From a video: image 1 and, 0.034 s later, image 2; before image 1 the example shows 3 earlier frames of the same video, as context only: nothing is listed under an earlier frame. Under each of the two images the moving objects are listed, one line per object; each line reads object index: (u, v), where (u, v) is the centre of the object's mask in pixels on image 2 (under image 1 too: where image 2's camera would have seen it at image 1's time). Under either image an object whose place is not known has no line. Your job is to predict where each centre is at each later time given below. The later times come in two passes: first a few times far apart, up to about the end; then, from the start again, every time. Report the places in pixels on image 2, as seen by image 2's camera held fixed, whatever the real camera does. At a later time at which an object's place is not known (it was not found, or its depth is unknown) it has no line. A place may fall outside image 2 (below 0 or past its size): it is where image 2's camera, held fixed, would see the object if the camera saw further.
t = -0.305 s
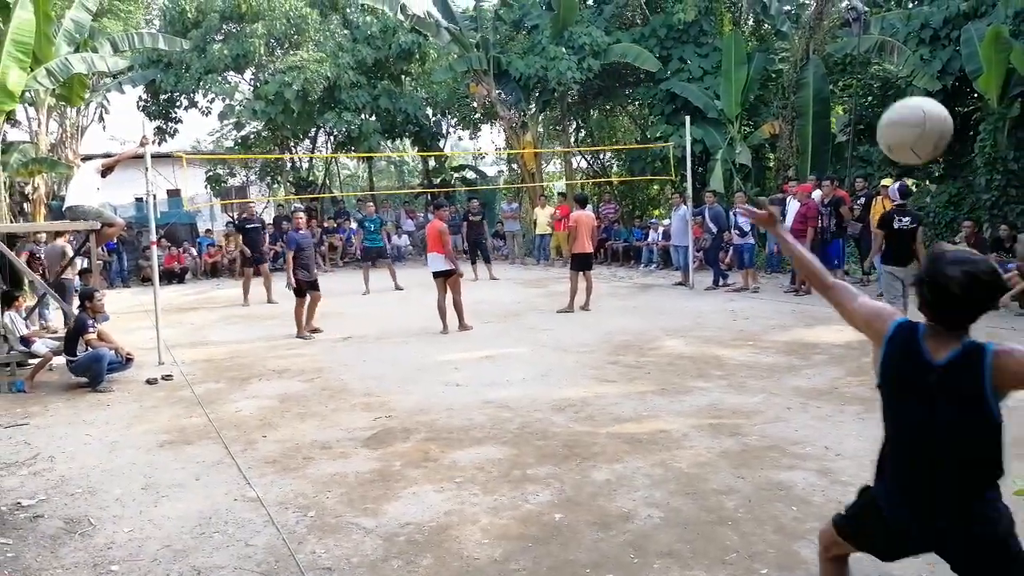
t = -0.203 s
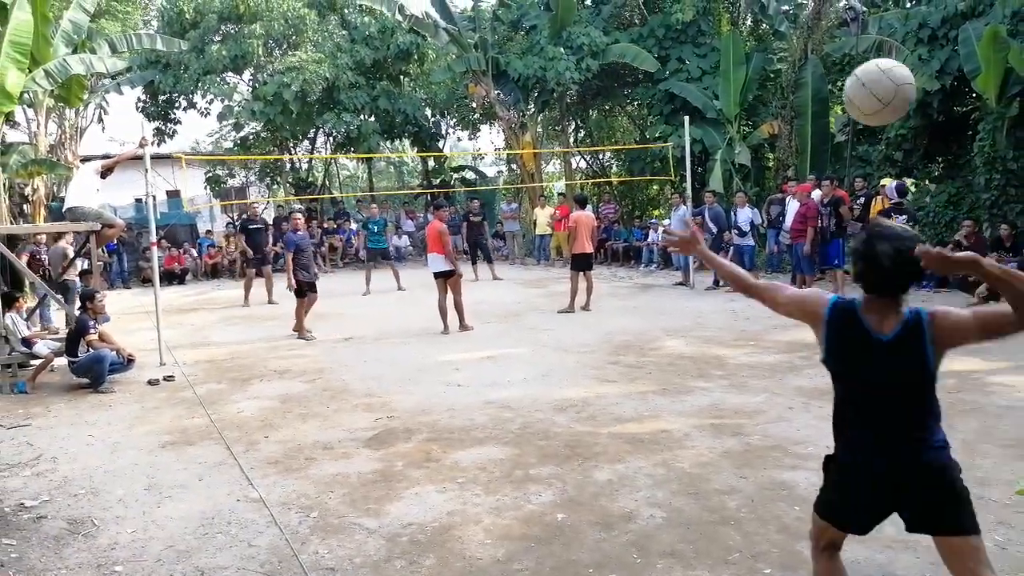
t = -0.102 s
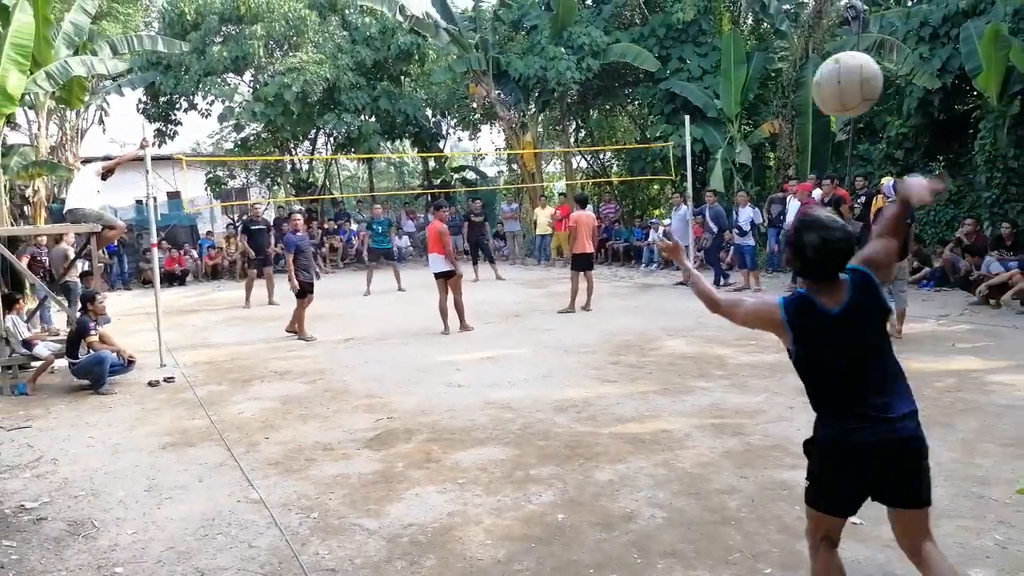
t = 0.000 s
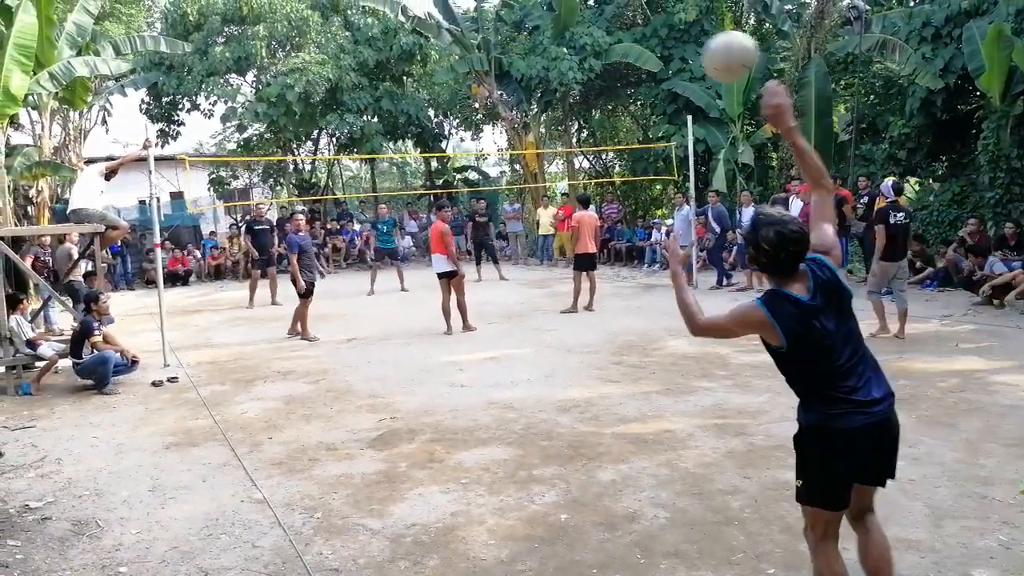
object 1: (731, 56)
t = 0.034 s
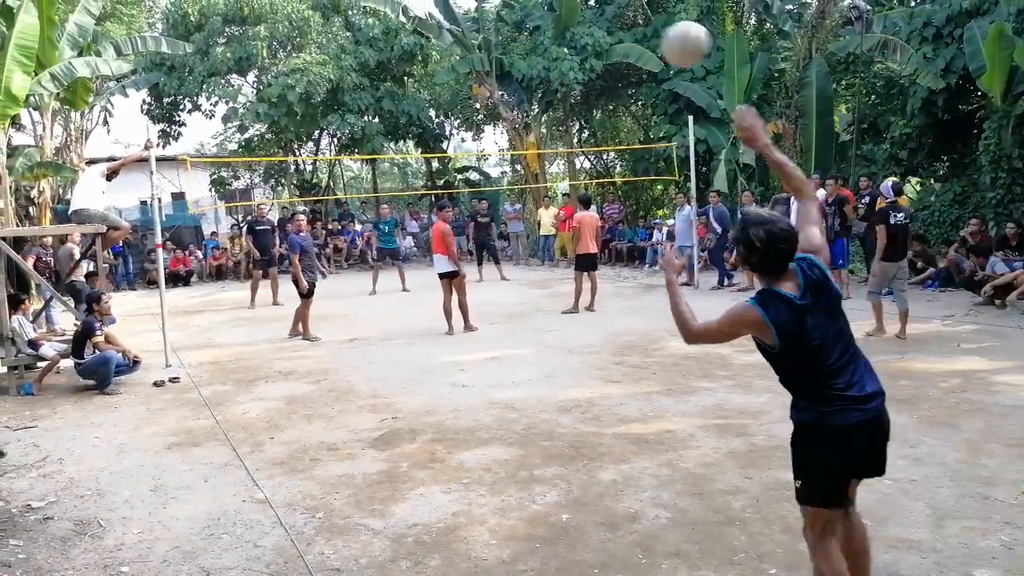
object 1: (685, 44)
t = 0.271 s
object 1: (530, 30)
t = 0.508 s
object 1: (472, 66)
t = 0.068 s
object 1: (648, 35)
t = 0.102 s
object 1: (619, 31)
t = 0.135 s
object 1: (595, 27)
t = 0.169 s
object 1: (576, 26)
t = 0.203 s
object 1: (558, 27)
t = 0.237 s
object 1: (542, 27)
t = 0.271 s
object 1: (530, 30)
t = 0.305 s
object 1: (519, 34)
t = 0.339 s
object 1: (508, 38)
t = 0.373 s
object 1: (500, 42)
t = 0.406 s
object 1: (492, 48)
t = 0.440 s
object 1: (484, 54)
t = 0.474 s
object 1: (478, 60)
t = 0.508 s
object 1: (472, 66)
